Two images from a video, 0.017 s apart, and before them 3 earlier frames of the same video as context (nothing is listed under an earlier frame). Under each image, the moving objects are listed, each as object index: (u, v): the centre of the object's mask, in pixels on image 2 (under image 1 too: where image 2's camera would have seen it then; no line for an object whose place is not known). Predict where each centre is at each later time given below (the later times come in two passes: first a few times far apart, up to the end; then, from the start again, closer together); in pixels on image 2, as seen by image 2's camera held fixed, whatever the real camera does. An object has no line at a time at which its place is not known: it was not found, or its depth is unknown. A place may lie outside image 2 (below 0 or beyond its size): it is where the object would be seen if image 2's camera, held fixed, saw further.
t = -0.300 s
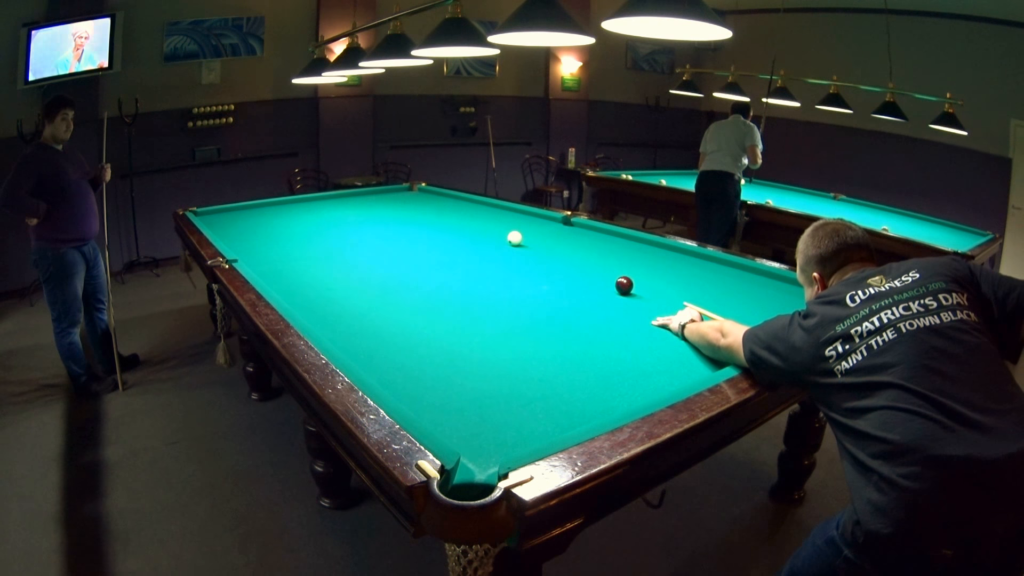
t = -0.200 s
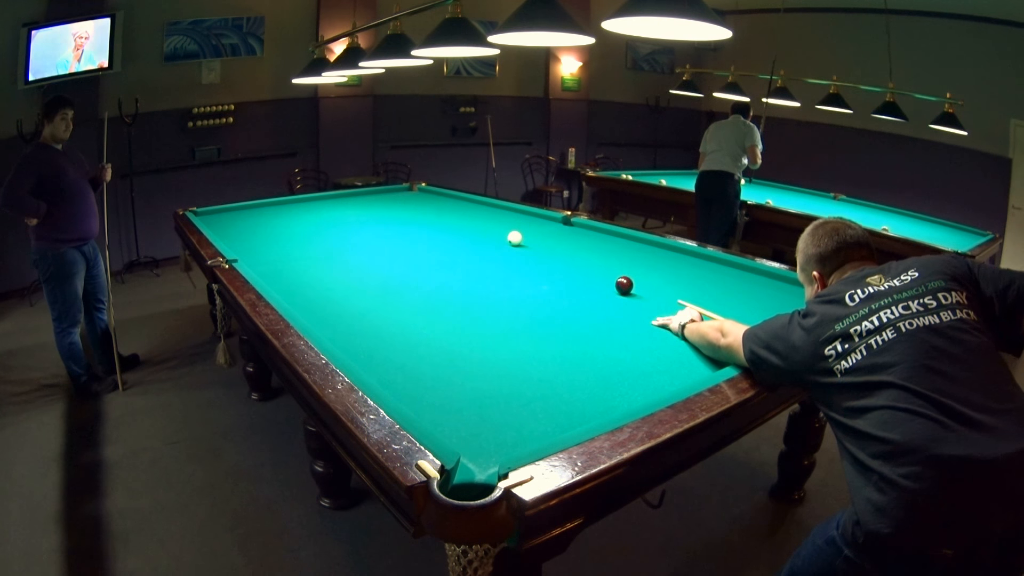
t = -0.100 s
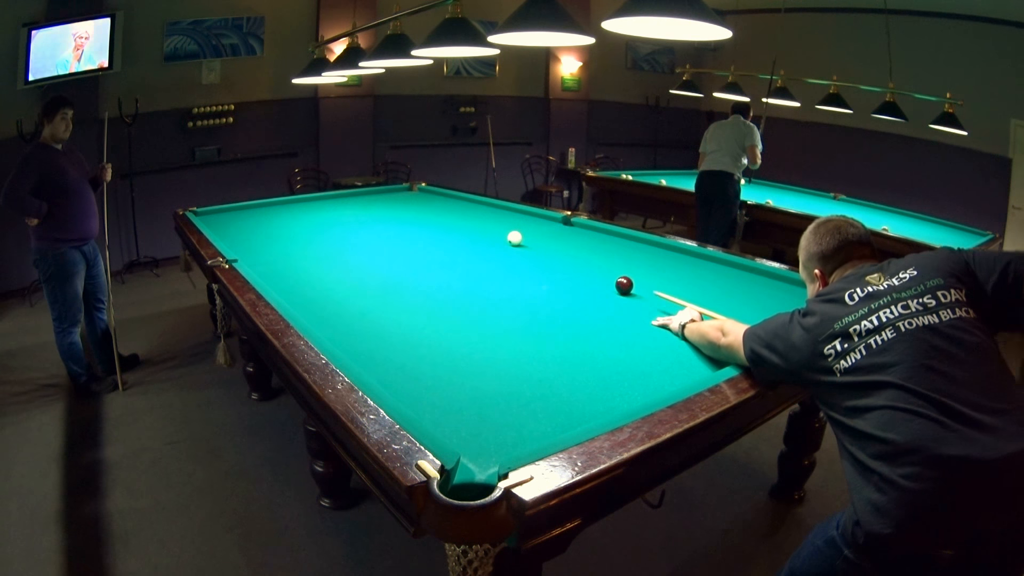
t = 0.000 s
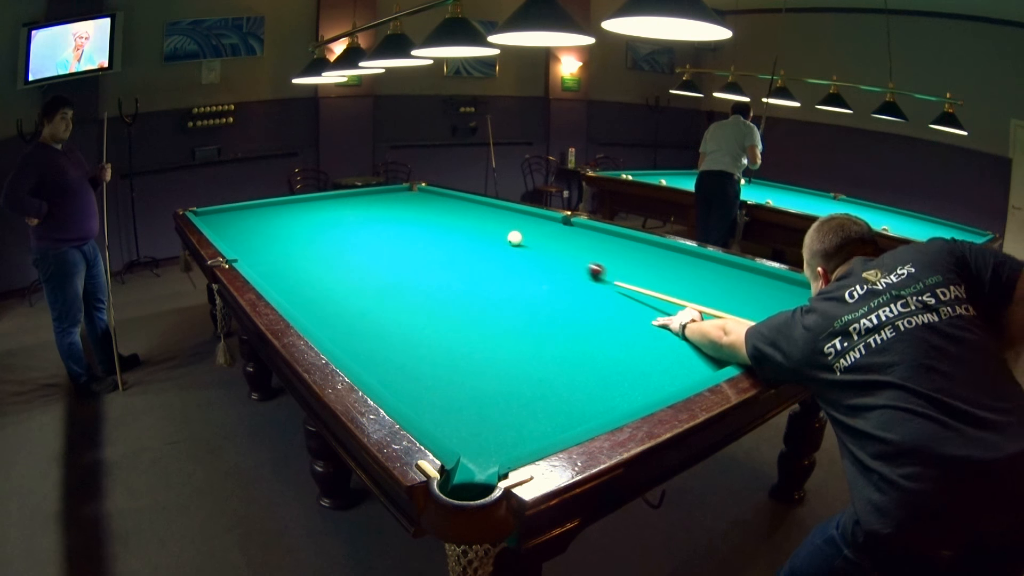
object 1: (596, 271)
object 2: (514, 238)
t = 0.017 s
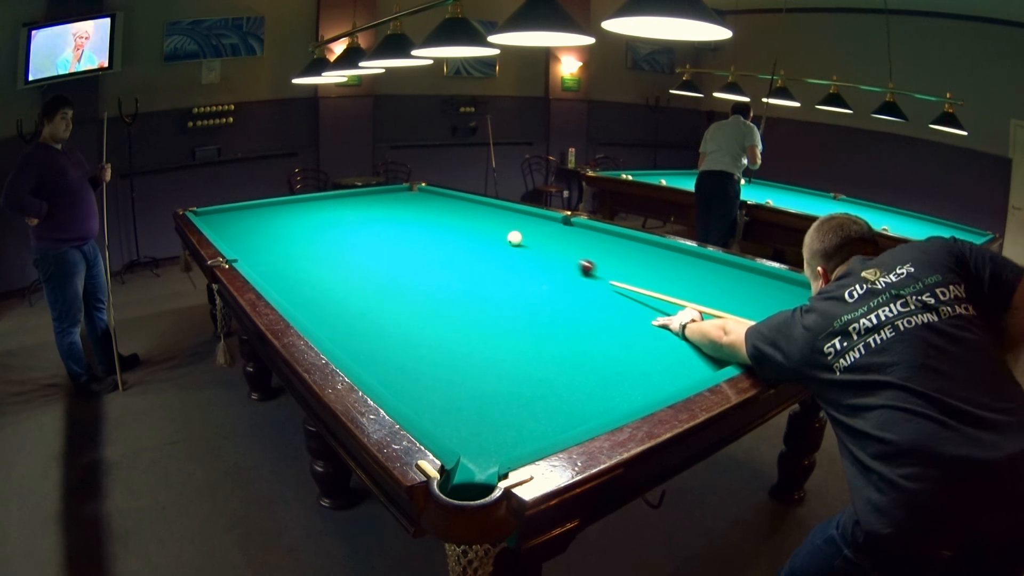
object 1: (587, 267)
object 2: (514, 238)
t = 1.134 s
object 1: (466, 222)
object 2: (278, 202)
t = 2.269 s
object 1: (297, 224)
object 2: (282, 232)
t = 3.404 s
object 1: (229, 223)
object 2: (297, 289)
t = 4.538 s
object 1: (269, 213)
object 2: (432, 377)
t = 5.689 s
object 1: (296, 207)
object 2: (500, 379)
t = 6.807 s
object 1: (310, 204)
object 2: (454, 325)
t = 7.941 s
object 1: (316, 202)
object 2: (433, 296)
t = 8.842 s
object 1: (316, 202)
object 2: (422, 283)
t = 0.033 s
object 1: (578, 263)
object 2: (514, 238)
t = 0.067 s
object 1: (562, 256)
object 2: (514, 238)
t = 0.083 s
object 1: (554, 253)
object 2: (514, 238)
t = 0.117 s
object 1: (541, 247)
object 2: (514, 238)
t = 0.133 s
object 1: (535, 244)
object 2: (514, 238)
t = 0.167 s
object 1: (528, 240)
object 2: (510, 237)
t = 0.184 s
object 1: (532, 239)
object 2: (502, 236)
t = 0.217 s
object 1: (538, 237)
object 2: (487, 233)
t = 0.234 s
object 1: (541, 236)
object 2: (480, 232)
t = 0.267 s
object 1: (546, 235)
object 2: (466, 230)
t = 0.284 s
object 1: (549, 234)
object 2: (460, 229)
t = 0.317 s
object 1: (553, 232)
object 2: (447, 227)
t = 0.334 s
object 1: (555, 231)
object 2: (442, 226)
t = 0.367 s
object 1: (558, 230)
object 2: (431, 224)
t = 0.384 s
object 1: (560, 229)
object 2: (425, 223)
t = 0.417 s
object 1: (562, 227)
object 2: (416, 222)
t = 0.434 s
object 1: (564, 226)
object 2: (411, 221)
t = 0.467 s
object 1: (566, 225)
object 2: (402, 220)
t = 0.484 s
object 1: (567, 224)
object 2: (398, 219)
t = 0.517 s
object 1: (569, 222)
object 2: (390, 218)
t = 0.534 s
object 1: (569, 222)
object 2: (386, 217)
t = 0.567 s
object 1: (562, 222)
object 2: (378, 216)
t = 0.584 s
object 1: (559, 222)
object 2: (375, 216)
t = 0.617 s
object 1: (552, 222)
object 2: (367, 215)
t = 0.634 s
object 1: (550, 222)
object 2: (364, 214)
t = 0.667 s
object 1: (544, 222)
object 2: (357, 213)
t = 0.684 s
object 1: (541, 222)
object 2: (353, 213)
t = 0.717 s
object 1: (535, 222)
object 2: (347, 212)
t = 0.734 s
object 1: (533, 222)
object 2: (343, 211)
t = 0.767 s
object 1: (527, 222)
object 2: (337, 211)
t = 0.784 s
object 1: (524, 222)
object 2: (334, 210)
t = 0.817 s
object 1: (519, 222)
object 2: (328, 209)
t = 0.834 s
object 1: (516, 222)
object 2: (325, 209)
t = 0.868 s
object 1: (510, 222)
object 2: (319, 208)
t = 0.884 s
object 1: (508, 222)
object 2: (316, 207)
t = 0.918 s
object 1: (502, 222)
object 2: (311, 207)
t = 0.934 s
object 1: (499, 222)
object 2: (308, 206)
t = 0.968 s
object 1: (494, 222)
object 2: (303, 206)
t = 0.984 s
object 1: (491, 222)
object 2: (300, 205)
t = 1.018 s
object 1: (485, 221)
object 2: (295, 205)
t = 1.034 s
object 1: (482, 221)
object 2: (292, 204)
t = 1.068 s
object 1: (477, 222)
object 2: (287, 204)
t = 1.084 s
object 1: (474, 222)
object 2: (285, 203)
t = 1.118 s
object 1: (469, 222)
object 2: (280, 203)
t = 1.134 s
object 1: (466, 222)
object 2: (278, 202)
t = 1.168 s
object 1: (461, 222)
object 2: (274, 202)
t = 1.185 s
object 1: (458, 222)
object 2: (274, 202)
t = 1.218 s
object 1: (453, 222)
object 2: (275, 203)
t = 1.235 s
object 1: (450, 222)
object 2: (275, 203)
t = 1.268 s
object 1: (445, 222)
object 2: (276, 204)
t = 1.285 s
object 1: (442, 222)
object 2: (276, 204)
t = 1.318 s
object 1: (436, 221)
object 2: (276, 205)
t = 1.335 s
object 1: (434, 222)
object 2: (276, 206)
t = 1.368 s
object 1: (428, 222)
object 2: (276, 207)
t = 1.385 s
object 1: (426, 222)
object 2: (277, 207)
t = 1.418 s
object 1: (420, 222)
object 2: (277, 208)
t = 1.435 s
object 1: (418, 222)
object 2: (277, 208)
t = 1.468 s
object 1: (413, 222)
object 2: (277, 209)
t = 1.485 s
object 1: (410, 222)
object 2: (277, 209)
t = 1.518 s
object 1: (405, 222)
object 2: (277, 210)
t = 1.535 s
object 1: (402, 222)
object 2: (277, 210)
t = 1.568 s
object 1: (397, 222)
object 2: (278, 211)
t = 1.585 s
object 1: (395, 222)
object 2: (278, 212)
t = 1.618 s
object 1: (390, 222)
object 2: (278, 212)
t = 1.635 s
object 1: (387, 222)
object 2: (278, 213)
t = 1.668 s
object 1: (382, 222)
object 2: (278, 214)
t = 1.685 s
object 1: (380, 222)
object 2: (278, 214)
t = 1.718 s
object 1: (375, 222)
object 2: (278, 215)
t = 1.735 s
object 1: (372, 222)
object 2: (278, 216)
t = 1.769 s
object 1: (367, 222)
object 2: (279, 216)
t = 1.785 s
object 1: (365, 222)
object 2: (279, 217)
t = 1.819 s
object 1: (360, 222)
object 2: (279, 218)
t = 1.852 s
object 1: (355, 223)
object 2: (279, 219)
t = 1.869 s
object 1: (353, 223)
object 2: (279, 219)
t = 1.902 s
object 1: (348, 223)
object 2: (279, 220)
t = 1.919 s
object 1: (345, 223)
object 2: (279, 221)
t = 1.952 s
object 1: (340, 223)
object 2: (280, 222)
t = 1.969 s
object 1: (338, 223)
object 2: (280, 222)
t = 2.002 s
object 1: (333, 223)
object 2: (280, 223)
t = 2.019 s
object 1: (331, 223)
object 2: (280, 224)
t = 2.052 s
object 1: (326, 223)
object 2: (280, 225)
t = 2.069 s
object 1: (324, 223)
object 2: (280, 225)
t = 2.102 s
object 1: (320, 224)
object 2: (281, 226)
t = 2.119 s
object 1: (317, 224)
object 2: (281, 227)
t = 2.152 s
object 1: (313, 224)
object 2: (281, 228)
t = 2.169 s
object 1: (311, 224)
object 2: (281, 229)
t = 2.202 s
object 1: (306, 224)
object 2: (282, 230)
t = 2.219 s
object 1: (304, 224)
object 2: (282, 230)
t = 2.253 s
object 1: (300, 224)
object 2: (282, 231)
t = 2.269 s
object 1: (297, 224)
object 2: (282, 232)
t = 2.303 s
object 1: (293, 224)
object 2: (282, 233)
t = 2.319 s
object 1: (291, 224)
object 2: (283, 234)
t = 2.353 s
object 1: (287, 224)
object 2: (283, 235)
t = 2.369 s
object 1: (285, 224)
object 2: (283, 236)
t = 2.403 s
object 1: (280, 224)
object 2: (283, 237)
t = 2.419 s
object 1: (278, 225)
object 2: (283, 238)
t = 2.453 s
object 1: (274, 225)
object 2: (284, 239)
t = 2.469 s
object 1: (272, 225)
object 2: (284, 239)
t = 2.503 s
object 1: (268, 225)
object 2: (284, 241)
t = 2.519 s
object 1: (266, 225)
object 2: (284, 241)
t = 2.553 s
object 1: (262, 226)
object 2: (285, 243)
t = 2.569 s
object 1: (260, 226)
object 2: (285, 243)
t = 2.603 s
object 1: (256, 226)
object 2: (285, 245)
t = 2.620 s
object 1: (254, 226)
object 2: (285, 246)
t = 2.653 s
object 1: (250, 226)
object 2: (286, 247)
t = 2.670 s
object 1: (248, 226)
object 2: (286, 248)
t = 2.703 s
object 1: (244, 226)
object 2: (286, 249)
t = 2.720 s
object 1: (242, 226)
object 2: (287, 250)
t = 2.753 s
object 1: (238, 227)
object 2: (287, 252)
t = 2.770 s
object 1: (236, 227)
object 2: (287, 252)
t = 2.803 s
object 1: (232, 227)
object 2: (288, 254)
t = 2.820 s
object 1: (230, 227)
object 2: (288, 255)
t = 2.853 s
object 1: (227, 227)
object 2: (288, 256)
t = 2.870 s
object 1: (225, 227)
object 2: (289, 257)
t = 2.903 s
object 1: (221, 227)
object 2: (289, 259)
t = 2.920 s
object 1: (219, 227)
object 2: (289, 260)
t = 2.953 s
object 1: (216, 228)
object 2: (290, 261)
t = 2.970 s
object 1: (214, 228)
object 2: (290, 262)
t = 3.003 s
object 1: (211, 227)
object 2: (290, 264)
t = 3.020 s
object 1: (212, 227)
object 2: (291, 265)
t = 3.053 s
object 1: (213, 227)
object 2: (291, 267)
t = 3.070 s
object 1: (214, 227)
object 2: (291, 268)
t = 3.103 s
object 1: (216, 227)
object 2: (292, 270)
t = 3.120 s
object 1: (216, 227)
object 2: (292, 271)
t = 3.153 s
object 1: (218, 226)
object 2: (293, 272)
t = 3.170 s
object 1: (219, 226)
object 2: (293, 273)
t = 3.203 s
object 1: (220, 226)
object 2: (294, 276)
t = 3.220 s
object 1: (221, 225)
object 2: (294, 277)
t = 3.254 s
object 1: (222, 225)
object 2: (294, 279)
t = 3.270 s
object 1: (223, 225)
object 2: (295, 280)
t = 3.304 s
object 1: (225, 224)
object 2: (295, 282)
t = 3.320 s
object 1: (225, 224)
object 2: (296, 283)
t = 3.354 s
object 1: (227, 224)
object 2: (296, 285)
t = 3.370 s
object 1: (228, 223)
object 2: (297, 287)
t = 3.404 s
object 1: (229, 223)
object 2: (297, 289)
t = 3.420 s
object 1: (230, 223)
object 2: (298, 290)
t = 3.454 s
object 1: (231, 222)
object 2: (298, 293)
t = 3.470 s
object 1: (232, 222)
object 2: (299, 294)
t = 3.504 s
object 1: (233, 222)
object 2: (300, 296)
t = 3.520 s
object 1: (234, 222)
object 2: (300, 298)
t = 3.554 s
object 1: (235, 222)
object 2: (301, 300)
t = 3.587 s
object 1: (236, 221)
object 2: (302, 303)
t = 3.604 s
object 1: (237, 221)
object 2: (302, 304)
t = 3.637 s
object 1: (238, 221)
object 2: (303, 307)
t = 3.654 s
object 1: (239, 221)
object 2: (304, 308)
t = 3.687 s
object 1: (240, 220)
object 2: (305, 310)
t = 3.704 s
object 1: (241, 220)
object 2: (307, 311)
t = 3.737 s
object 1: (242, 220)
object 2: (311, 314)
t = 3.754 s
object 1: (243, 219)
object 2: (313, 315)
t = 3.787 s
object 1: (244, 219)
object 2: (316, 317)
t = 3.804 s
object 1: (245, 219)
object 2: (318, 318)
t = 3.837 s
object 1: (246, 219)
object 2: (322, 321)
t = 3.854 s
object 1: (247, 219)
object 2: (324, 322)
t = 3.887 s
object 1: (248, 218)
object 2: (328, 324)
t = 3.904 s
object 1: (248, 218)
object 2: (330, 326)
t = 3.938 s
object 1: (249, 218)
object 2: (335, 328)
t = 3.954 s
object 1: (250, 218)
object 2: (337, 329)
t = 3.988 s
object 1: (251, 217)
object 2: (341, 331)
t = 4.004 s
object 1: (252, 217)
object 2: (344, 333)
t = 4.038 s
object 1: (253, 217)
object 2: (348, 335)
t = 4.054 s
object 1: (253, 217)
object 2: (351, 336)
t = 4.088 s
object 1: (255, 217)
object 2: (355, 339)
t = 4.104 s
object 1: (255, 216)
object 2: (358, 340)
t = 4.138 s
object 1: (256, 216)
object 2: (363, 343)
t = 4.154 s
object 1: (257, 216)
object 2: (365, 344)
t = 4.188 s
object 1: (258, 216)
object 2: (371, 346)
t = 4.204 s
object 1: (258, 216)
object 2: (373, 348)
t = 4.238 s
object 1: (259, 216)
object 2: (379, 351)
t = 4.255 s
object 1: (260, 215)
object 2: (381, 352)
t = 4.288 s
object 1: (261, 215)
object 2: (387, 355)
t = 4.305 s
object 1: (262, 215)
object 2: (390, 356)
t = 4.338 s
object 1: (263, 215)
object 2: (395, 359)
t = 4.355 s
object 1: (263, 215)
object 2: (398, 360)
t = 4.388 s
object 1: (264, 215)
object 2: (404, 363)
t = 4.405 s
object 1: (265, 215)
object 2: (407, 365)
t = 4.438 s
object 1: (266, 214)
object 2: (413, 368)
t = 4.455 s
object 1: (266, 214)
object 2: (416, 369)
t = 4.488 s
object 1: (267, 214)
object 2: (422, 373)
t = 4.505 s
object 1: (268, 213)
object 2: (425, 374)
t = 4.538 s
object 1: (269, 213)
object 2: (432, 377)
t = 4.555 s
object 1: (269, 213)
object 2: (435, 379)
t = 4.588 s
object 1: (270, 213)
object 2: (442, 382)
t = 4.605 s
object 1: (271, 213)
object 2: (445, 384)
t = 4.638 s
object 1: (272, 212)
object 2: (452, 387)
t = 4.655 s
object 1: (272, 212)
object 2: (456, 389)
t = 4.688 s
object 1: (273, 212)
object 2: (462, 393)
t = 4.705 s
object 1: (274, 212)
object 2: (466, 394)
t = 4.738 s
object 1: (275, 212)
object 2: (473, 398)
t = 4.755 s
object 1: (275, 212)
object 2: (477, 400)
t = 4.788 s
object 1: (276, 212)
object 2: (484, 403)
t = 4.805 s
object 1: (276, 211)
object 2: (488, 405)
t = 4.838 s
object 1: (277, 211)
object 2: (496, 409)
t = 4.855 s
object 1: (278, 211)
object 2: (500, 411)
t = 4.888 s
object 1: (278, 211)
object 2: (508, 415)
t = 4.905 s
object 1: (279, 211)
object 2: (512, 417)
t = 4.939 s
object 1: (280, 211)
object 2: (520, 421)
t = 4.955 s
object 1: (280, 211)
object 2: (524, 422)
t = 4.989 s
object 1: (281, 210)
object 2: (532, 426)
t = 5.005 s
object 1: (281, 210)
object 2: (537, 427)
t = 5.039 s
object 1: (282, 210)
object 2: (544, 429)
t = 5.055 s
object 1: (282, 210)
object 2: (545, 429)
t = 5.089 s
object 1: (283, 210)
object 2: (542, 427)
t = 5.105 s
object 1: (284, 210)
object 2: (541, 426)
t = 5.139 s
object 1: (284, 210)
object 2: (538, 424)
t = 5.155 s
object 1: (285, 210)
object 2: (537, 422)
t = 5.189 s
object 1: (285, 209)
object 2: (534, 419)
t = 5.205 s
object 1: (286, 209)
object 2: (533, 417)
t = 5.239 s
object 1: (287, 209)
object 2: (530, 414)
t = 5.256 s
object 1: (287, 209)
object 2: (529, 413)
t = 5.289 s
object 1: (288, 209)
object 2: (526, 410)
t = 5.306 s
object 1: (288, 209)
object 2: (525, 408)
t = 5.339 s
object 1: (289, 209)
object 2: (522, 405)
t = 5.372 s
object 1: (289, 209)
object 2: (520, 403)
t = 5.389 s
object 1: (290, 209)
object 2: (519, 401)
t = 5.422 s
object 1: (291, 208)
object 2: (516, 399)
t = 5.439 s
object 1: (291, 208)
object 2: (515, 397)
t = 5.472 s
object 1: (292, 208)
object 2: (513, 395)
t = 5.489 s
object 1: (292, 208)
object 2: (512, 394)
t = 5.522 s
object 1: (292, 208)
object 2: (510, 391)
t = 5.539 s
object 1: (293, 208)
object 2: (509, 390)
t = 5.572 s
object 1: (294, 208)
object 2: (507, 387)
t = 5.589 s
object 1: (294, 208)
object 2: (506, 386)
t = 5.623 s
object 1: (295, 207)
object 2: (503, 384)
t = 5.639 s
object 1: (295, 207)
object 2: (502, 383)
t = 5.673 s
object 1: (295, 207)
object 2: (501, 380)
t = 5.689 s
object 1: (296, 207)
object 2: (500, 379)
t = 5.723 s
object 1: (296, 207)
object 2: (498, 377)
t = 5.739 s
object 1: (296, 207)
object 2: (497, 376)
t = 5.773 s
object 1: (297, 207)
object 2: (495, 374)
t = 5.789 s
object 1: (297, 207)
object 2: (494, 373)
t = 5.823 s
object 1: (298, 207)
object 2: (492, 371)
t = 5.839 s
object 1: (298, 206)
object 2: (491, 370)
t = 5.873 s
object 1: (299, 206)
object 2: (490, 368)
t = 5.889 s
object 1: (299, 206)
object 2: (489, 367)
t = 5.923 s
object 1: (299, 206)
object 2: (487, 365)
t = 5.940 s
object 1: (300, 206)
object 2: (486, 364)
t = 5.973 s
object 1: (300, 206)
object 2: (484, 362)
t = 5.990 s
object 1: (300, 206)
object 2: (484, 361)
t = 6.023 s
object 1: (301, 206)
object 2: (482, 359)
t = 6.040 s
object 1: (301, 206)
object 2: (481, 358)
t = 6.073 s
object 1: (302, 206)
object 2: (480, 357)
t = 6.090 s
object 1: (302, 206)
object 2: (479, 356)
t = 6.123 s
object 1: (302, 205)
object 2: (478, 354)
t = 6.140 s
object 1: (303, 205)
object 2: (477, 353)
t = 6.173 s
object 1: (303, 205)
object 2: (476, 352)
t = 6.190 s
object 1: (303, 205)
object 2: (475, 351)
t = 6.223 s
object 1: (304, 205)
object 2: (474, 349)
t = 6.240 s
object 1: (304, 205)
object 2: (473, 348)
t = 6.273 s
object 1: (304, 205)
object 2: (472, 347)
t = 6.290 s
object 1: (304, 205)
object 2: (471, 346)
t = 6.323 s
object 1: (305, 205)
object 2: (470, 344)
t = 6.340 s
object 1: (305, 205)
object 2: (469, 344)
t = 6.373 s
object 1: (305, 205)
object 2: (468, 342)
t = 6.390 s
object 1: (306, 205)
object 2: (467, 342)
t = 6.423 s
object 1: (306, 204)
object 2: (466, 340)
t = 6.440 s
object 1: (306, 204)
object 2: (466, 339)
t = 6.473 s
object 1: (307, 204)
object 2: (465, 338)
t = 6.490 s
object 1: (307, 204)
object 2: (464, 337)
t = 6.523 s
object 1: (307, 204)
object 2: (463, 336)
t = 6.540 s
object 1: (308, 204)
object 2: (462, 335)
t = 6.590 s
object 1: (308, 204)
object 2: (461, 333)
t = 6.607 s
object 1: (308, 204)
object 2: (460, 332)
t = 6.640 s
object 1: (309, 204)
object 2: (459, 331)
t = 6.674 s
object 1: (309, 204)
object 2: (458, 330)
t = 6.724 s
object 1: (309, 204)
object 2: (457, 328)
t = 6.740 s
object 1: (309, 204)
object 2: (456, 328)
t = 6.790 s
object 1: (310, 204)
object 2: (455, 326)
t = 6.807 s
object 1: (310, 204)
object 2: (454, 325)
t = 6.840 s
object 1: (311, 203)
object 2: (454, 324)
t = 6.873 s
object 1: (311, 203)
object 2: (453, 323)
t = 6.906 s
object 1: (311, 203)
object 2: (452, 322)
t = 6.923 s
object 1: (311, 203)
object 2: (451, 321)
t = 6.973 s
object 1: (312, 203)
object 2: (450, 320)
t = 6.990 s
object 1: (312, 203)
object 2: (450, 319)
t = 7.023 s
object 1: (312, 203)
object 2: (449, 318)
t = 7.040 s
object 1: (312, 203)
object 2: (449, 318)
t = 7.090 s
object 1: (313, 203)
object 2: (448, 316)
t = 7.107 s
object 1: (313, 203)
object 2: (447, 316)
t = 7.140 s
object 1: (313, 203)
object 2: (446, 315)
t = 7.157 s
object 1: (313, 203)
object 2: (446, 314)
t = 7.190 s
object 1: (313, 203)
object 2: (445, 313)
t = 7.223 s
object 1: (314, 203)
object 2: (445, 312)
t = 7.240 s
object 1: (314, 203)
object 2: (445, 312)
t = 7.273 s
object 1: (314, 203)
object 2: (444, 311)
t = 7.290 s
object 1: (314, 203)
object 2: (444, 311)
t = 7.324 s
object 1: (314, 203)
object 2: (443, 310)
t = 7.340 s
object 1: (314, 203)
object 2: (443, 309)
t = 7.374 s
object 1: (314, 203)
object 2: (442, 309)
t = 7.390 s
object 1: (315, 203)
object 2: (442, 308)
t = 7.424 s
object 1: (315, 203)
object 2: (441, 307)
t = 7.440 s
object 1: (315, 203)
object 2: (441, 307)
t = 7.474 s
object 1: (315, 203)
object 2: (440, 306)
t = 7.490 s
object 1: (315, 203)
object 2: (440, 306)
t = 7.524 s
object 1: (315, 202)
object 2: (439, 305)
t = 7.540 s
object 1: (315, 202)
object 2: (439, 304)
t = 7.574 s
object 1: (315, 202)
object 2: (439, 304)
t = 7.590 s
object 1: (315, 202)
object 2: (438, 303)
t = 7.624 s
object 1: (316, 202)
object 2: (438, 303)
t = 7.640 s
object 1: (316, 202)
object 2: (437, 302)
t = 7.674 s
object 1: (316, 202)
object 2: (437, 301)
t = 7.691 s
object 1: (316, 202)
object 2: (437, 301)
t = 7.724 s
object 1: (316, 202)
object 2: (436, 300)
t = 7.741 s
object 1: (316, 202)
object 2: (436, 300)
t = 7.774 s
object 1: (316, 202)
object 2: (435, 299)
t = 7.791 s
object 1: (316, 202)
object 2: (435, 299)
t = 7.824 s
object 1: (316, 202)
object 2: (435, 298)
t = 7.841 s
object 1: (316, 202)
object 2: (434, 298)
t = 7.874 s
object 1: (316, 202)
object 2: (434, 297)
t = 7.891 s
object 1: (316, 202)
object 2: (434, 297)
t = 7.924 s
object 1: (316, 202)
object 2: (433, 296)
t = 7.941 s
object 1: (316, 202)
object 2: (433, 296)
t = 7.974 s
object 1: (316, 202)
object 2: (432, 296)
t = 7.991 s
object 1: (316, 202)
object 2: (432, 295)
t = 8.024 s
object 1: (316, 202)
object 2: (432, 295)
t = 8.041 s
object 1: (316, 202)
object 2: (431, 294)
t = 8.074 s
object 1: (316, 202)
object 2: (431, 294)
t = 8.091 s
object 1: (316, 202)
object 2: (431, 293)
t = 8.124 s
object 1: (316, 202)
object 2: (430, 293)
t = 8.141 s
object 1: (316, 202)
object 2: (430, 293)
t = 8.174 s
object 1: (316, 202)
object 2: (430, 292)
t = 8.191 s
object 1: (316, 202)
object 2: (429, 292)
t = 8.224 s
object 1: (316, 202)
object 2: (429, 291)
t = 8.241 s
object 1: (316, 202)
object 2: (429, 291)
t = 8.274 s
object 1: (316, 202)
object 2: (429, 291)
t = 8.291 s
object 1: (316, 202)
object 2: (428, 291)
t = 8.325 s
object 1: (316, 202)
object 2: (428, 290)
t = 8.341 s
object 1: (316, 202)
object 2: (428, 290)
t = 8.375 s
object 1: (316, 202)
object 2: (427, 289)
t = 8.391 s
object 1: (316, 202)
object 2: (427, 289)
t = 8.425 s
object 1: (316, 202)
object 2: (427, 288)
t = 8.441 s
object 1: (316, 202)
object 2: (427, 288)
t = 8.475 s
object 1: (316, 202)
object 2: (426, 288)
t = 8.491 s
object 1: (316, 202)
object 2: (426, 287)
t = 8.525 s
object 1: (316, 202)
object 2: (425, 287)
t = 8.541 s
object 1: (316, 202)
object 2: (425, 287)
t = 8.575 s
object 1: (316, 202)
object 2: (425, 286)
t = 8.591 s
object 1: (316, 202)
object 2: (425, 286)
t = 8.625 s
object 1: (316, 203)
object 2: (424, 286)
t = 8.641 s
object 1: (316, 202)
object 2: (424, 286)
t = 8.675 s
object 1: (316, 202)
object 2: (424, 285)
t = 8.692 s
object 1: (316, 202)
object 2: (423, 285)
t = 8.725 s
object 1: (316, 203)
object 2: (423, 285)
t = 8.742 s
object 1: (316, 202)
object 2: (423, 284)
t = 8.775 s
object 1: (316, 202)
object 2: (423, 284)
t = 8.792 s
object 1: (316, 202)
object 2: (422, 284)
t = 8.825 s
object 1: (316, 203)
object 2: (422, 284)
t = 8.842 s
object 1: (316, 202)
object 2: (422, 283)
